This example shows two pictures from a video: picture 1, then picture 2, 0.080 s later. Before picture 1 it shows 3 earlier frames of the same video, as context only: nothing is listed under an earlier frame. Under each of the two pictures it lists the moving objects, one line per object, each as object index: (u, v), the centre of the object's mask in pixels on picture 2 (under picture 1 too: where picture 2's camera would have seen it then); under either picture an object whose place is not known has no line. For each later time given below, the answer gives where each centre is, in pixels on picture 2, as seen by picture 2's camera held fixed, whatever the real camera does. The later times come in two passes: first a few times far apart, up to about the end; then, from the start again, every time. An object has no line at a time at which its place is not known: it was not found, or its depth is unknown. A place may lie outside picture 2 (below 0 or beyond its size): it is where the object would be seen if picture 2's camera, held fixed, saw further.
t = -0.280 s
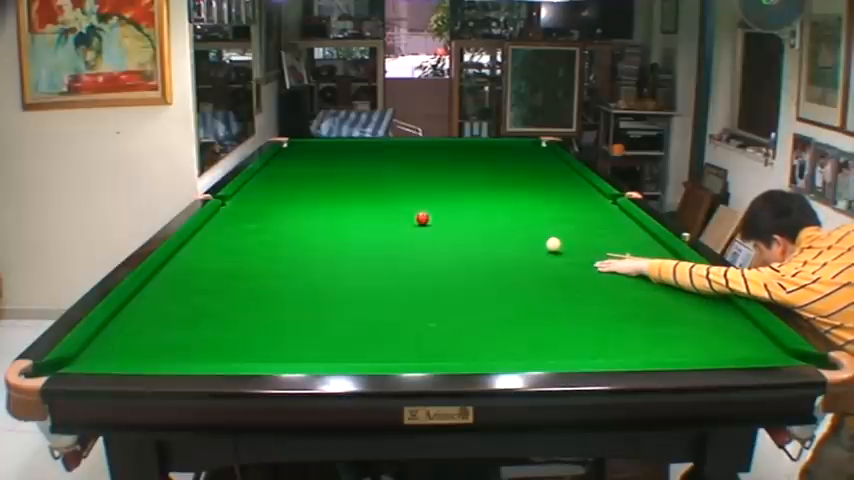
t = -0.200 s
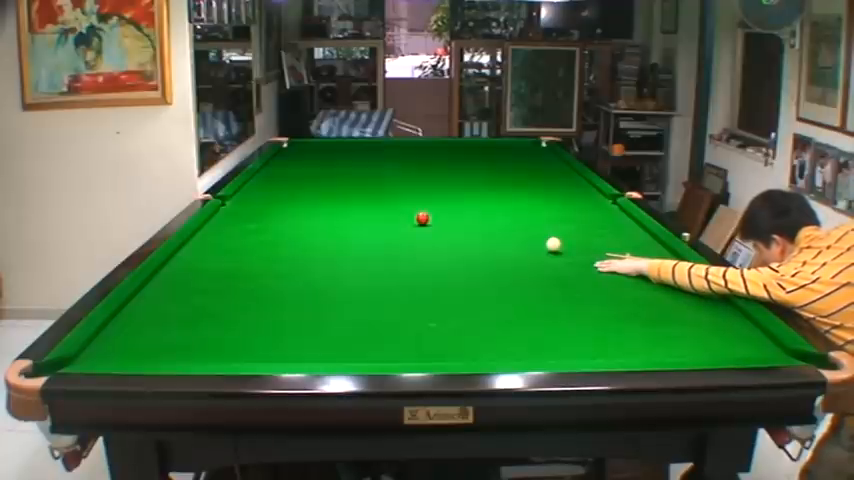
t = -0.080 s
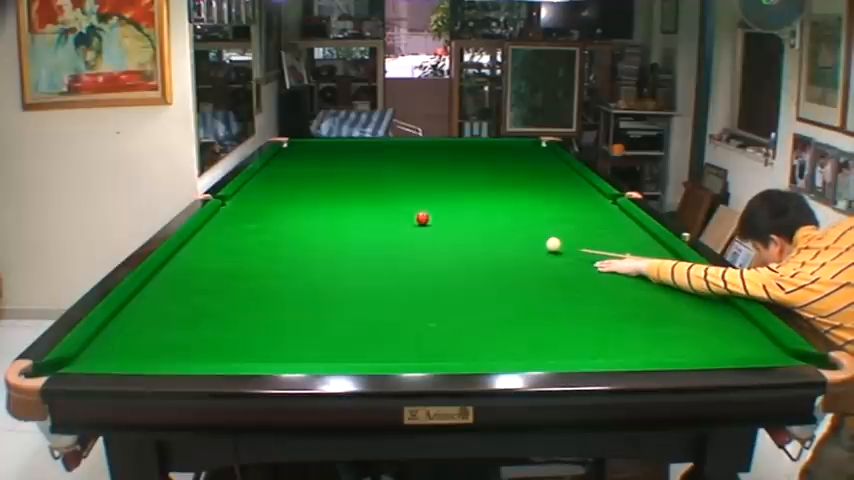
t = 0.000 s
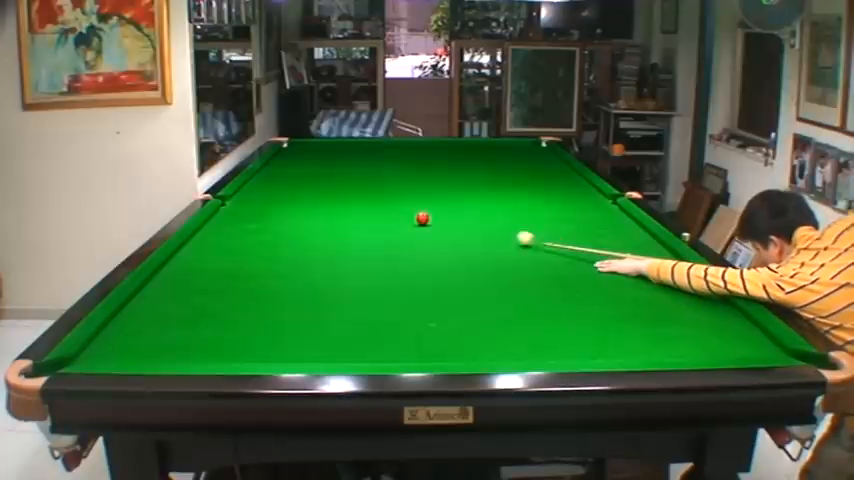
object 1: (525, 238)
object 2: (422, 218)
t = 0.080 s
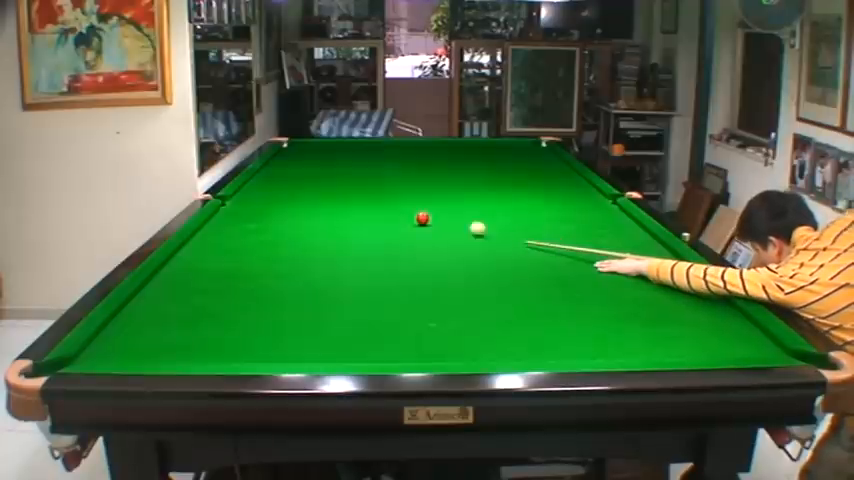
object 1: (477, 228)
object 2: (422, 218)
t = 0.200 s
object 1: (435, 219)
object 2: (408, 216)
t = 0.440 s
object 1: (439, 212)
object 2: (327, 208)
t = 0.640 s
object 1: (442, 207)
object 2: (273, 202)
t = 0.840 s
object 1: (443, 202)
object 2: (225, 197)
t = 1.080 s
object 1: (445, 198)
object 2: (233, 208)
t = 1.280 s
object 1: (447, 194)
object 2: (239, 218)
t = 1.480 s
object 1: (448, 191)
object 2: (246, 228)
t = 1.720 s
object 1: (449, 188)
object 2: (255, 241)
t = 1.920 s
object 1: (450, 185)
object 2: (264, 252)
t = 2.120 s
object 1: (450, 183)
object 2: (273, 265)
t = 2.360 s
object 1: (451, 181)
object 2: (286, 281)
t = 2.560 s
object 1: (452, 179)
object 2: (298, 296)
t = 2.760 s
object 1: (452, 178)
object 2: (311, 312)
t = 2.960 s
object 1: (452, 176)
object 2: (326, 330)
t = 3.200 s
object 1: (452, 175)
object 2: (344, 352)
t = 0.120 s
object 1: (456, 224)
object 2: (422, 218)
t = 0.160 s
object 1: (438, 220)
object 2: (422, 218)
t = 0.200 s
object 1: (435, 219)
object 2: (408, 216)
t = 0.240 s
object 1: (436, 217)
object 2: (391, 215)
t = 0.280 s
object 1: (437, 216)
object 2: (376, 213)
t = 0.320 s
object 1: (437, 215)
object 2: (362, 211)
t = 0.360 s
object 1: (438, 214)
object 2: (349, 210)
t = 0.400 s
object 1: (439, 213)
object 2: (338, 209)
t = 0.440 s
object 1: (439, 212)
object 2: (327, 208)
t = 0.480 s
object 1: (440, 211)
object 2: (315, 206)
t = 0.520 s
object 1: (440, 210)
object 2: (304, 205)
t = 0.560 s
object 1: (441, 209)
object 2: (294, 204)
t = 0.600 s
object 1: (441, 208)
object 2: (283, 203)
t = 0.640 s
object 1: (442, 207)
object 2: (273, 202)
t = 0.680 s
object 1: (442, 206)
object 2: (263, 201)
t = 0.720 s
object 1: (442, 205)
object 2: (253, 200)
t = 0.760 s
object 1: (443, 204)
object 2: (243, 199)
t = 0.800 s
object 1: (443, 204)
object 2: (234, 198)
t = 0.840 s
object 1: (443, 202)
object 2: (225, 197)
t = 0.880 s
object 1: (444, 202)
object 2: (228, 199)
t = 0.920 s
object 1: (444, 201)
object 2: (229, 201)
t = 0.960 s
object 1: (445, 200)
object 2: (229, 203)
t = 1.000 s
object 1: (445, 199)
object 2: (231, 205)
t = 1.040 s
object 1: (445, 199)
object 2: (232, 206)
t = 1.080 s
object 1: (445, 198)
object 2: (233, 208)
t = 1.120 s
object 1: (445, 197)
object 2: (234, 210)
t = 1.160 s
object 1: (446, 196)
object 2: (235, 212)
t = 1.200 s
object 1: (446, 195)
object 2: (237, 214)
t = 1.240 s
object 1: (446, 195)
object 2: (238, 215)
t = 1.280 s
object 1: (447, 194)
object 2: (239, 218)
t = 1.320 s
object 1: (447, 193)
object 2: (240, 219)
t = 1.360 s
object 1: (447, 193)
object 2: (242, 222)
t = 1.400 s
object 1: (447, 192)
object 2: (243, 223)
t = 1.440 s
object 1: (447, 192)
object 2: (245, 226)
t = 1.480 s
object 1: (448, 191)
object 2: (246, 228)
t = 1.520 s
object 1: (448, 190)
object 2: (247, 230)
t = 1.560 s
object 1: (448, 190)
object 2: (249, 232)
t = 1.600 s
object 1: (448, 189)
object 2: (250, 234)
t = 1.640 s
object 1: (448, 189)
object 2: (252, 236)
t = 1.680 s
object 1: (449, 188)
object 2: (254, 239)
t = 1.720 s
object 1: (449, 188)
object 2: (255, 241)
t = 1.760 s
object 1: (449, 187)
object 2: (257, 243)
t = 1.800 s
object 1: (449, 187)
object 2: (258, 245)
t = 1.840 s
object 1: (449, 186)
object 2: (260, 248)
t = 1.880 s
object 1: (450, 186)
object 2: (262, 250)
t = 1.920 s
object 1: (450, 185)
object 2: (264, 252)
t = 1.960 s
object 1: (450, 184)
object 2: (266, 255)
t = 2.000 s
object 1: (450, 184)
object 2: (268, 257)
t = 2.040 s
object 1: (450, 184)
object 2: (270, 260)
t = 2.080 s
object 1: (450, 183)
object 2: (272, 263)
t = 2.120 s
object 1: (450, 183)
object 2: (273, 265)
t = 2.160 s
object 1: (450, 183)
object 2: (276, 268)
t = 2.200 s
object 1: (450, 182)
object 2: (278, 271)
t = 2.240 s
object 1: (451, 182)
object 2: (279, 273)
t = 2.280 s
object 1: (451, 181)
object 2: (281, 276)
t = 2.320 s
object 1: (451, 181)
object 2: (284, 279)
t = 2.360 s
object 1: (451, 181)
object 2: (286, 281)
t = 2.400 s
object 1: (451, 180)
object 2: (288, 284)
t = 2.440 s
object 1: (451, 180)
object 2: (291, 287)
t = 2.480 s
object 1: (451, 180)
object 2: (293, 290)
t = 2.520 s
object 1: (452, 179)
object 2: (296, 293)
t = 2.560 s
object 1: (452, 179)
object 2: (298, 296)
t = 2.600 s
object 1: (452, 179)
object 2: (301, 299)
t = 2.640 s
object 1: (452, 178)
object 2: (303, 302)
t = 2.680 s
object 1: (452, 178)
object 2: (306, 305)
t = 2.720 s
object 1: (452, 178)
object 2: (308, 308)
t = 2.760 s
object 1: (452, 178)
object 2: (311, 312)
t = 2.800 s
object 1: (452, 177)
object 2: (314, 315)
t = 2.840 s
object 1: (452, 177)
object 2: (317, 319)
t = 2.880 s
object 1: (452, 177)
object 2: (319, 322)
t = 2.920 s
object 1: (452, 176)
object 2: (323, 326)
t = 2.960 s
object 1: (452, 176)
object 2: (326, 330)
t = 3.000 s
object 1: (452, 176)
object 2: (328, 333)
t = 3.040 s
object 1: (452, 176)
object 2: (331, 337)
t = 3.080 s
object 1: (452, 176)
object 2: (334, 341)
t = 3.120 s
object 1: (452, 175)
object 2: (337, 345)
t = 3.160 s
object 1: (452, 175)
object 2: (341, 349)
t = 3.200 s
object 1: (452, 175)
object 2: (344, 352)
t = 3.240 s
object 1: (452, 175)
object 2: (348, 354)
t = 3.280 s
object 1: (452, 175)
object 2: (351, 357)
